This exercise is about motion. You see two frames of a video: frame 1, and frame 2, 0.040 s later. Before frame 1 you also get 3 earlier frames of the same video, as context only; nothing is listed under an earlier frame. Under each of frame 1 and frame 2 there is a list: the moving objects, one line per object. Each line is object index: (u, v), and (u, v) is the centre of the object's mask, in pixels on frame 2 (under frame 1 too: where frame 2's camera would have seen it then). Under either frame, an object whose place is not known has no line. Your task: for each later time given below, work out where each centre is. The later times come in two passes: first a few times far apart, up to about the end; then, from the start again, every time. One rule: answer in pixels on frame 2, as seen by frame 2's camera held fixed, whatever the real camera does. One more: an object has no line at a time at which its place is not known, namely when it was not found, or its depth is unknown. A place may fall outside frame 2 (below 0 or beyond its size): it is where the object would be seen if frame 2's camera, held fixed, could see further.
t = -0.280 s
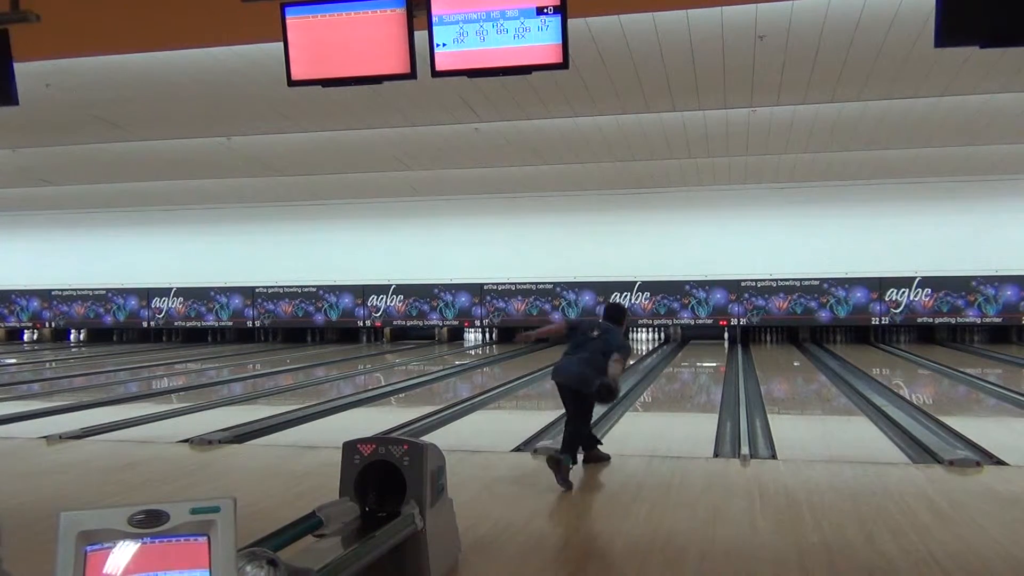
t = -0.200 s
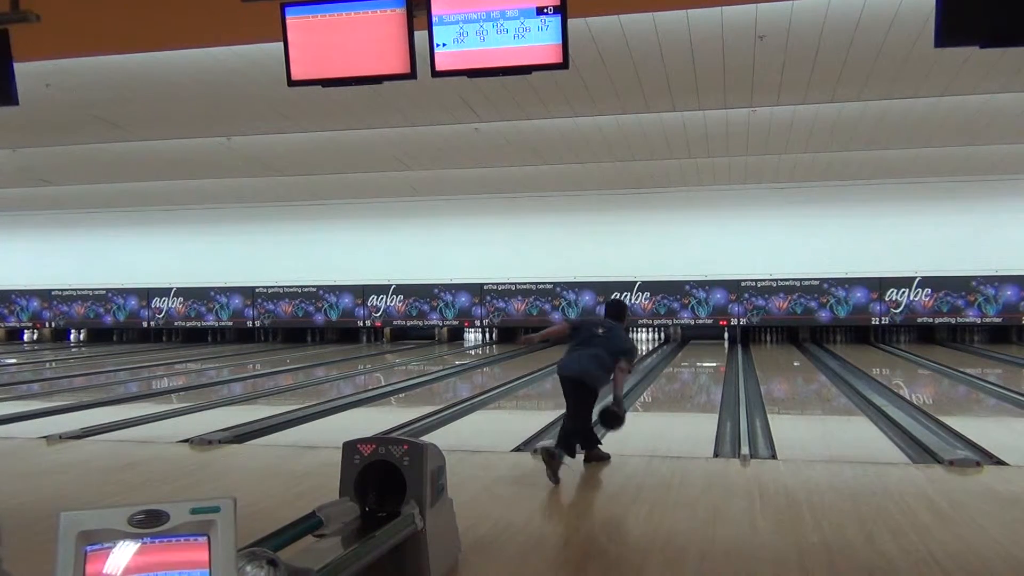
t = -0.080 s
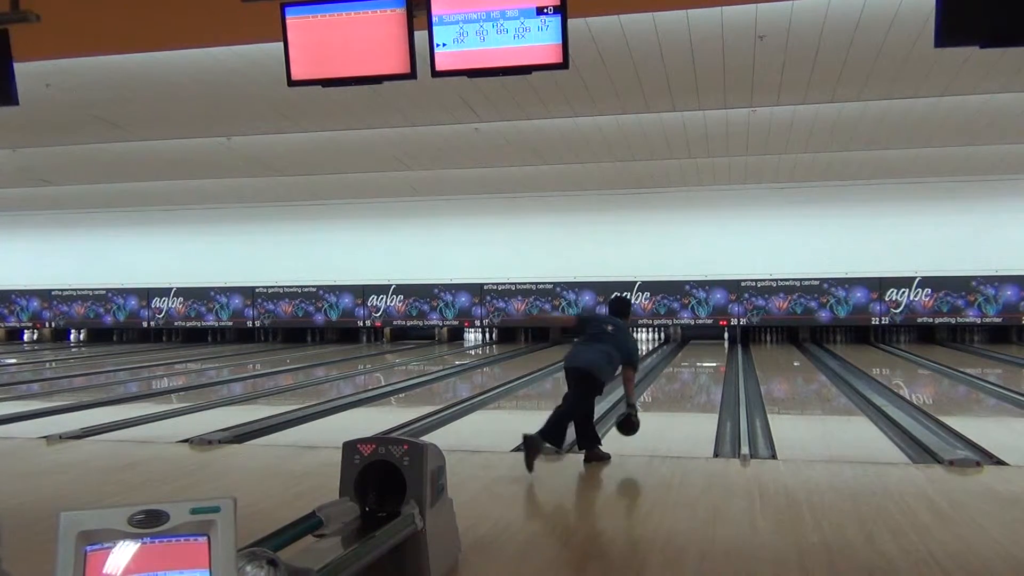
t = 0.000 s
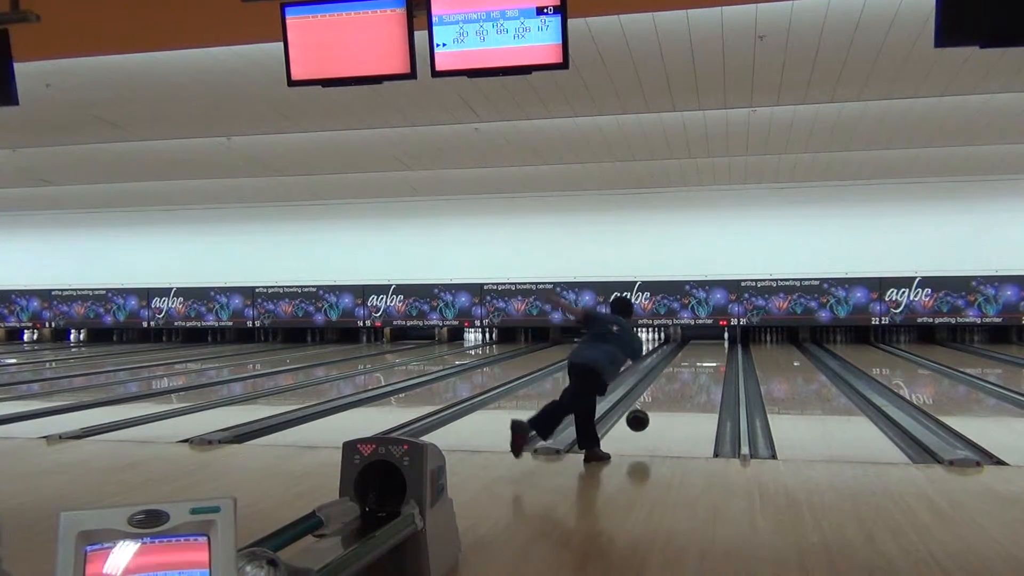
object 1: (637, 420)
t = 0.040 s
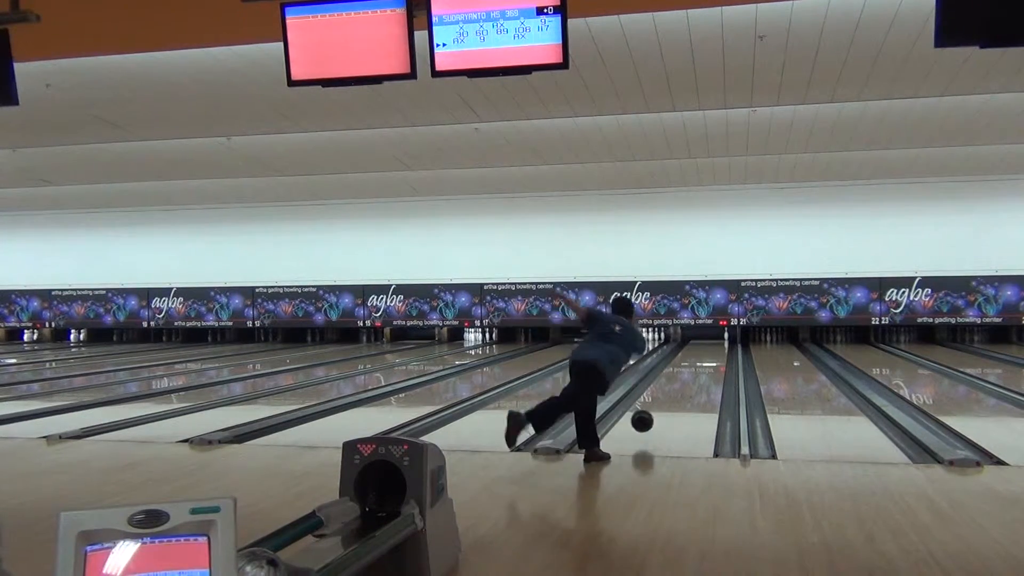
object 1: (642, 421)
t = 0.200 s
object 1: (658, 414)
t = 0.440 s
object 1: (675, 397)
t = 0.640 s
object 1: (686, 386)
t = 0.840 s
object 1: (695, 377)
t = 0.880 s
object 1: (697, 375)
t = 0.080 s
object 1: (646, 423)
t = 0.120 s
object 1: (650, 421)
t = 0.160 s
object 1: (654, 417)
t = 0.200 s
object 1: (658, 414)
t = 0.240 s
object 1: (661, 411)
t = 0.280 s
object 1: (664, 408)
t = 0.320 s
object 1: (667, 405)
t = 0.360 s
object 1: (670, 402)
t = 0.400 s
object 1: (672, 400)
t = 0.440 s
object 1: (675, 397)
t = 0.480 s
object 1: (678, 395)
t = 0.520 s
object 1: (680, 392)
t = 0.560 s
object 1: (682, 390)
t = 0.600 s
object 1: (684, 388)
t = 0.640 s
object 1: (686, 386)
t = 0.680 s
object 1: (688, 384)
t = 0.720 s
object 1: (690, 382)
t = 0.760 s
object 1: (692, 380)
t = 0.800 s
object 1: (694, 378)
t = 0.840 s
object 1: (695, 377)
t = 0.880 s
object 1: (697, 375)
